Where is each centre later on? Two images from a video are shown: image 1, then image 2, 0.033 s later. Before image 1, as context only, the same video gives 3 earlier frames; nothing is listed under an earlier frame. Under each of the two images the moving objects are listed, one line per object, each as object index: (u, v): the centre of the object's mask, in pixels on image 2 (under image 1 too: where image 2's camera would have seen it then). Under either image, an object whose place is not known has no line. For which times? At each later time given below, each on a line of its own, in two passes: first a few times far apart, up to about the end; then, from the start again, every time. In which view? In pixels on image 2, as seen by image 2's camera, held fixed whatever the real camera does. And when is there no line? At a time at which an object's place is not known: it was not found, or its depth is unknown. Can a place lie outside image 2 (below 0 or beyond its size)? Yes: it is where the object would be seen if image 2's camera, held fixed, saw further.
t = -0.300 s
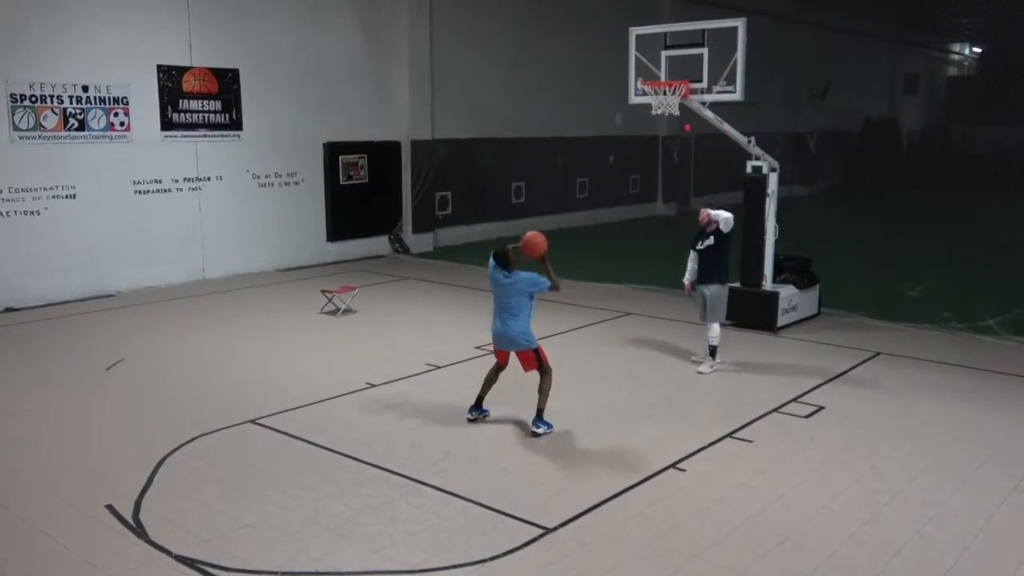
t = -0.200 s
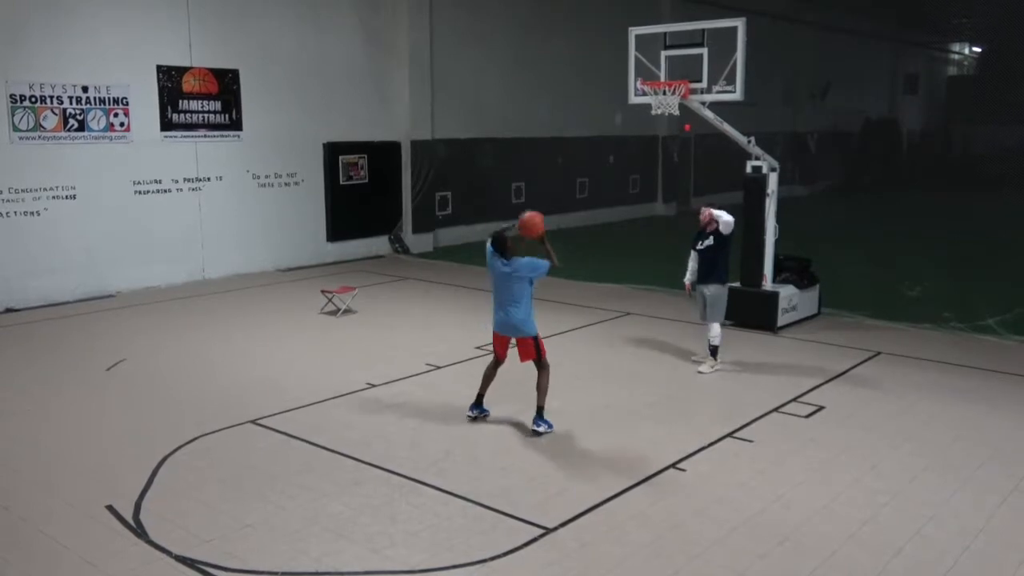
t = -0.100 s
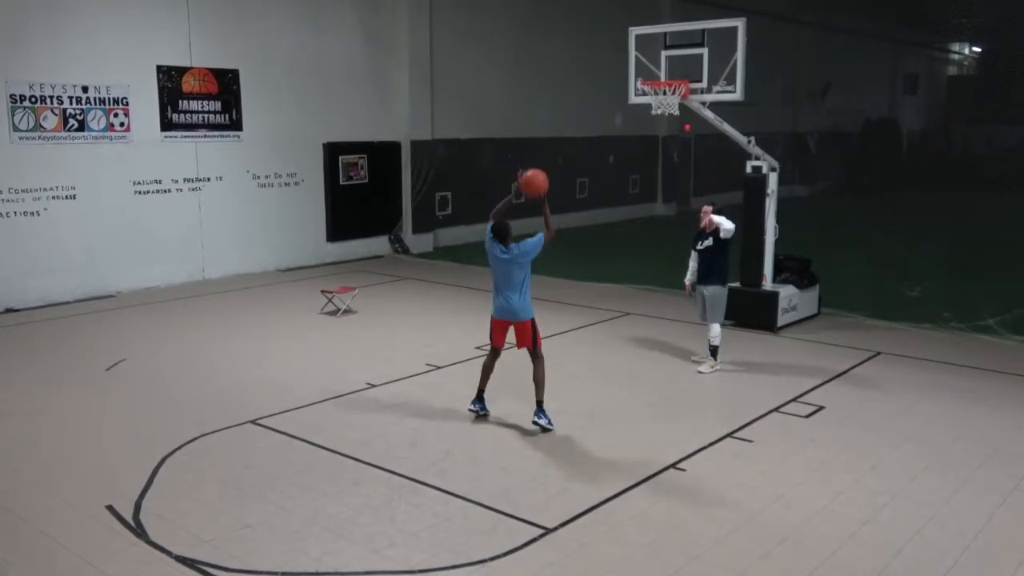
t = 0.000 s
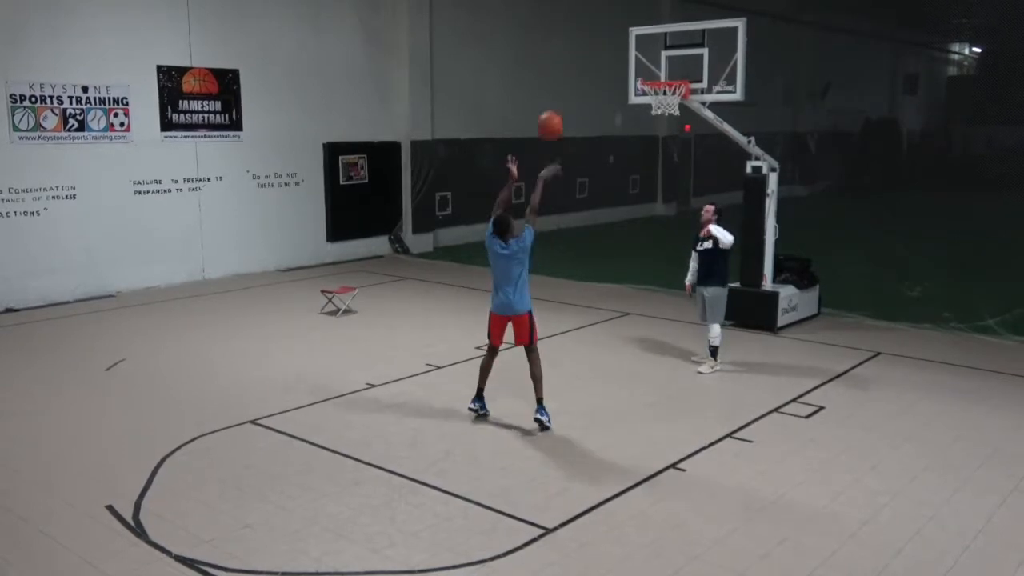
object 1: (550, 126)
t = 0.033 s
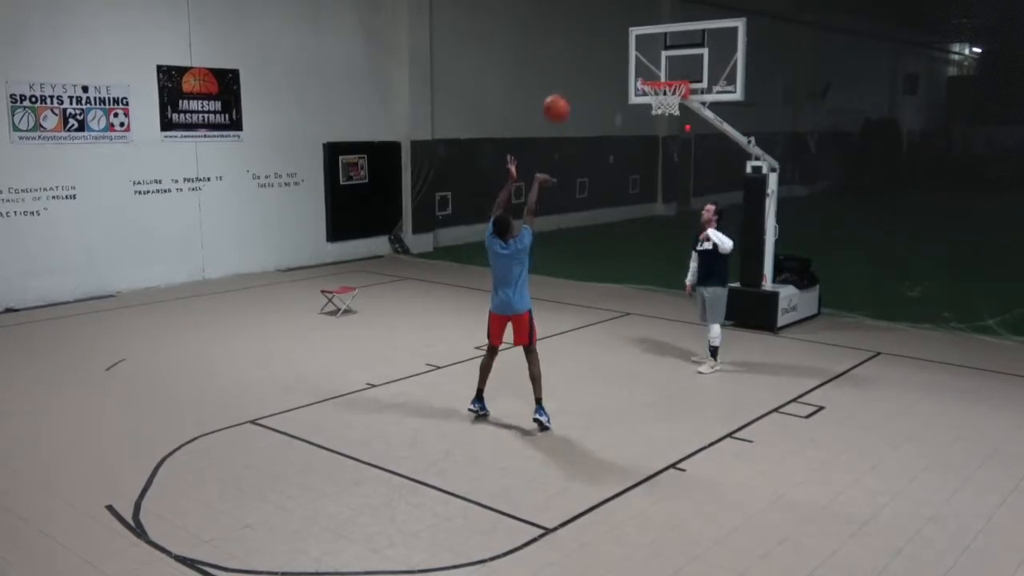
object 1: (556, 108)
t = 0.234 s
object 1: (589, 33)
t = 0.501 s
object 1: (629, 10)
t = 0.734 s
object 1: (658, 46)
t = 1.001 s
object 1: (660, 90)
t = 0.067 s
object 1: (562, 91)
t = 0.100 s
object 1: (568, 77)
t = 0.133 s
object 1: (573, 64)
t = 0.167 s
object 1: (578, 53)
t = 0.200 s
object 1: (584, 43)
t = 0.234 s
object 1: (589, 33)
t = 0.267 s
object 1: (595, 26)
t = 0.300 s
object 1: (600, 20)
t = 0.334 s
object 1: (605, 15)
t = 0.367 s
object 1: (610, 11)
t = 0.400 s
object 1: (614, 11)
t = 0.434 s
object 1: (619, 10)
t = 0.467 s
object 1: (624, 10)
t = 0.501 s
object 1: (629, 10)
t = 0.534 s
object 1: (633, 12)
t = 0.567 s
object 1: (637, 14)
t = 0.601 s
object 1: (641, 18)
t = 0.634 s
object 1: (646, 24)
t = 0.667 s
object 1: (650, 31)
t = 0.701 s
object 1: (654, 39)
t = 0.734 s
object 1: (658, 46)
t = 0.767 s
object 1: (661, 56)
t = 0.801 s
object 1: (665, 66)
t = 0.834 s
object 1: (669, 75)
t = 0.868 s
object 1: (667, 76)
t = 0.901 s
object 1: (664, 77)
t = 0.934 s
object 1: (661, 85)
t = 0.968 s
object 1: (662, 87)
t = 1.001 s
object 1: (660, 90)
